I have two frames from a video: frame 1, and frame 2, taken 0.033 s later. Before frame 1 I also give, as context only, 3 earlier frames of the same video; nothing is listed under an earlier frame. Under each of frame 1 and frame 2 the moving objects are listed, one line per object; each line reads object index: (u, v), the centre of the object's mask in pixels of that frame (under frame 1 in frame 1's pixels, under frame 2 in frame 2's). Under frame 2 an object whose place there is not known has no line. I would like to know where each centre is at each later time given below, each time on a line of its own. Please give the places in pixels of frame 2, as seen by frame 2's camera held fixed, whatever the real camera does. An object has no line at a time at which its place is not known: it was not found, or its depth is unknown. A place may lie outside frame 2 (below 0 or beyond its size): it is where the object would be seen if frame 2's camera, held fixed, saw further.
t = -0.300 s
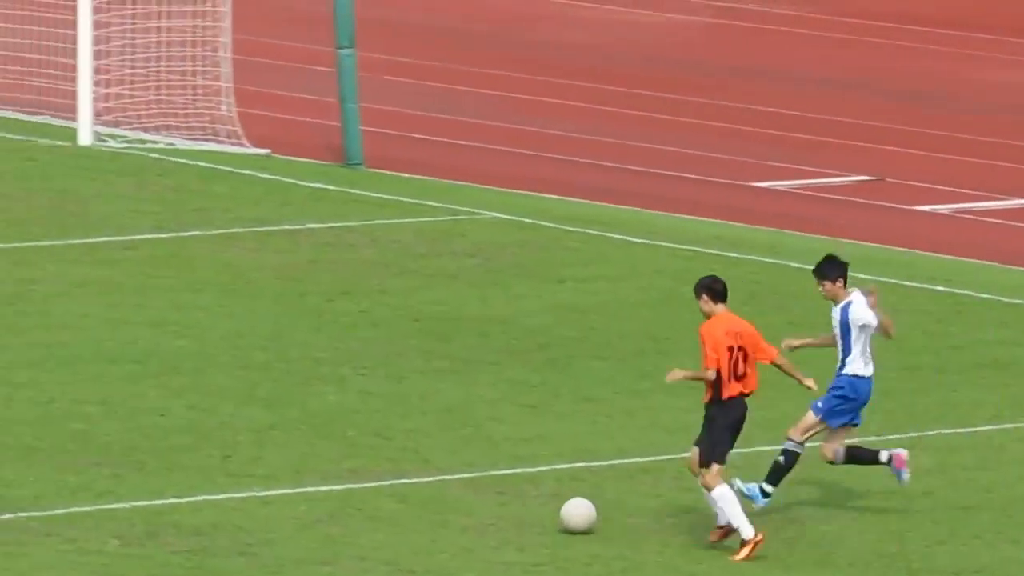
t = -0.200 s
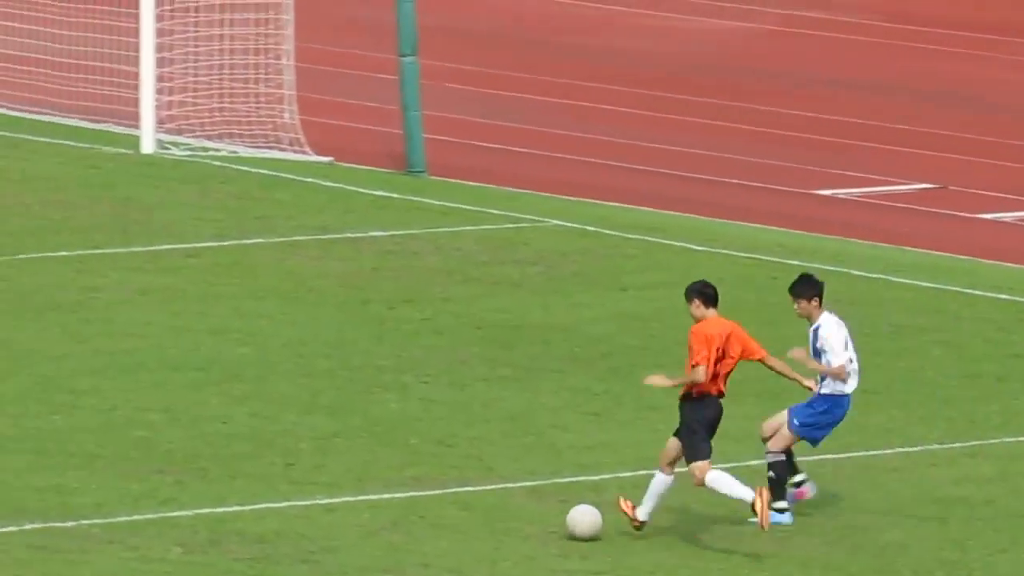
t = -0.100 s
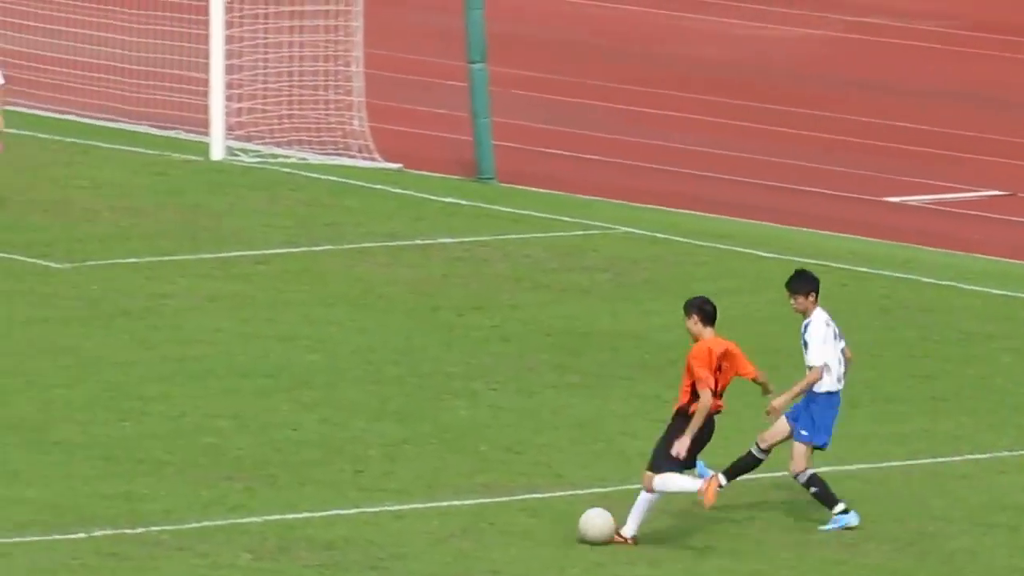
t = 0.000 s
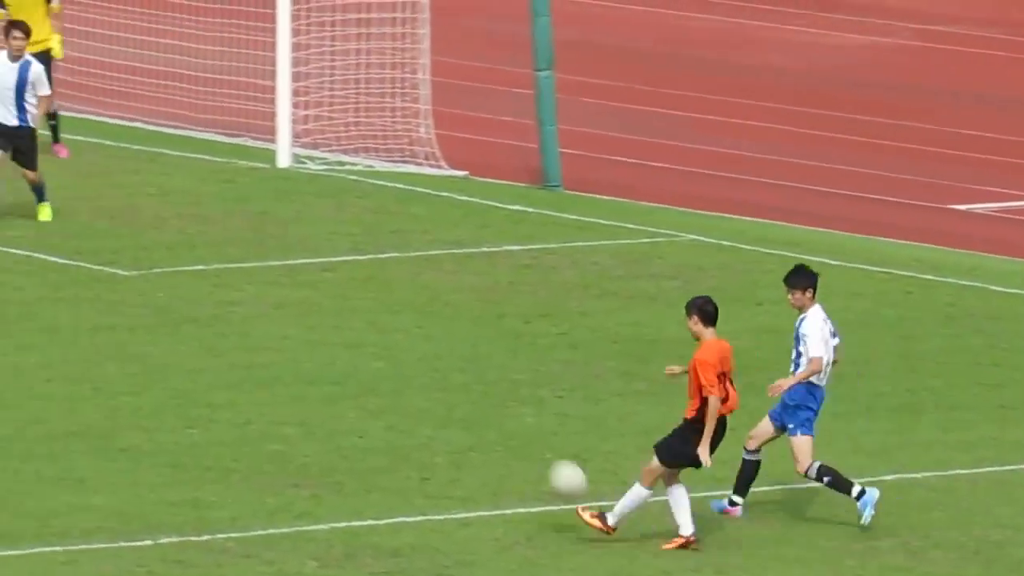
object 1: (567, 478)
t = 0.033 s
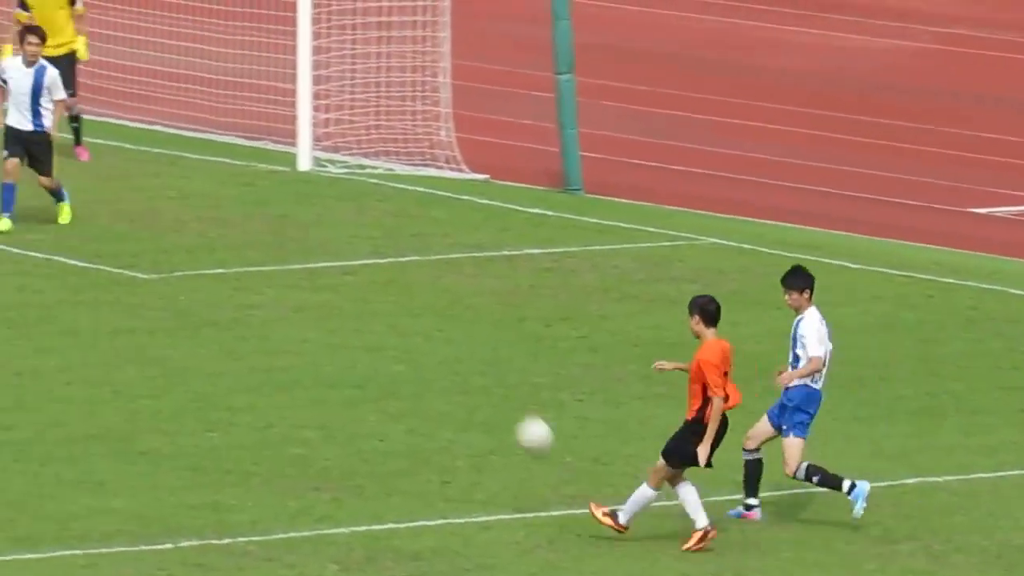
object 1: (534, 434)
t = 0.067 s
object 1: (481, 389)
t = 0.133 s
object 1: (382, 304)
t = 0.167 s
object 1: (336, 264)
